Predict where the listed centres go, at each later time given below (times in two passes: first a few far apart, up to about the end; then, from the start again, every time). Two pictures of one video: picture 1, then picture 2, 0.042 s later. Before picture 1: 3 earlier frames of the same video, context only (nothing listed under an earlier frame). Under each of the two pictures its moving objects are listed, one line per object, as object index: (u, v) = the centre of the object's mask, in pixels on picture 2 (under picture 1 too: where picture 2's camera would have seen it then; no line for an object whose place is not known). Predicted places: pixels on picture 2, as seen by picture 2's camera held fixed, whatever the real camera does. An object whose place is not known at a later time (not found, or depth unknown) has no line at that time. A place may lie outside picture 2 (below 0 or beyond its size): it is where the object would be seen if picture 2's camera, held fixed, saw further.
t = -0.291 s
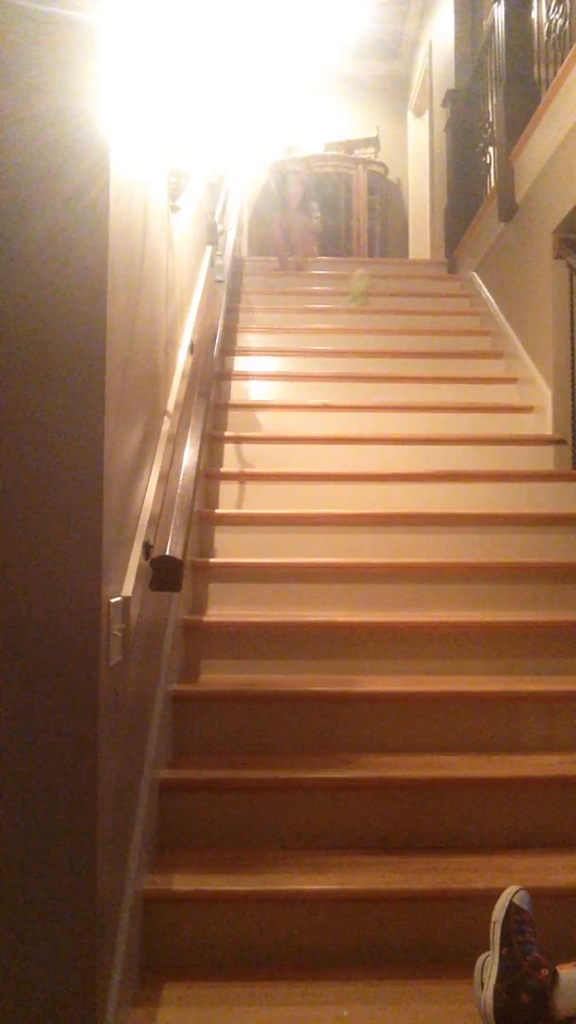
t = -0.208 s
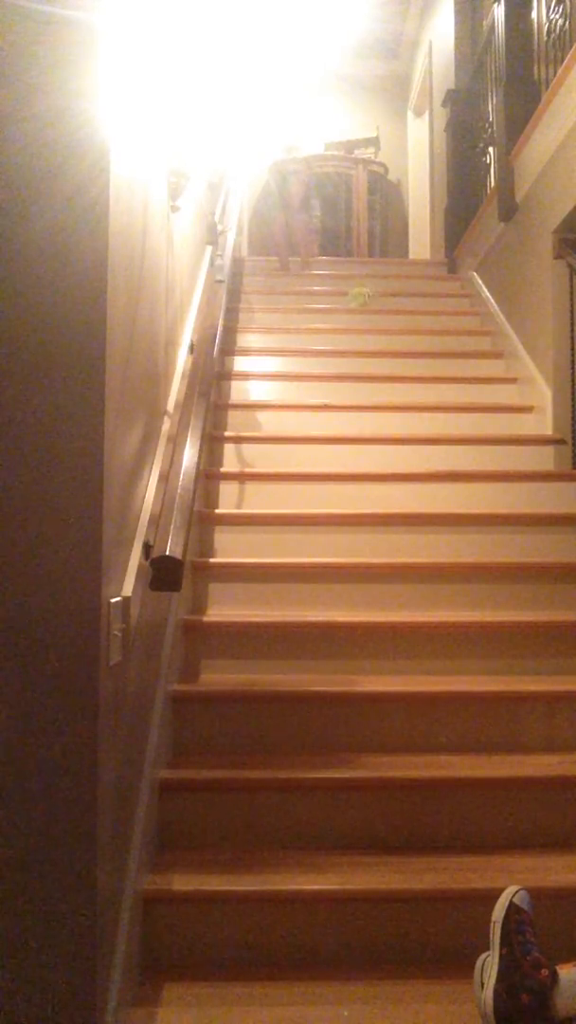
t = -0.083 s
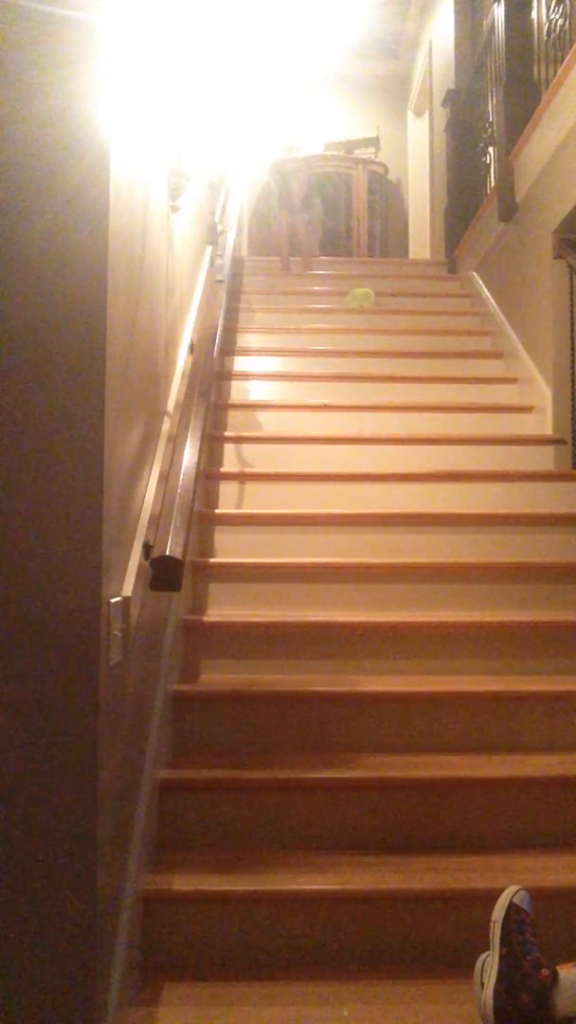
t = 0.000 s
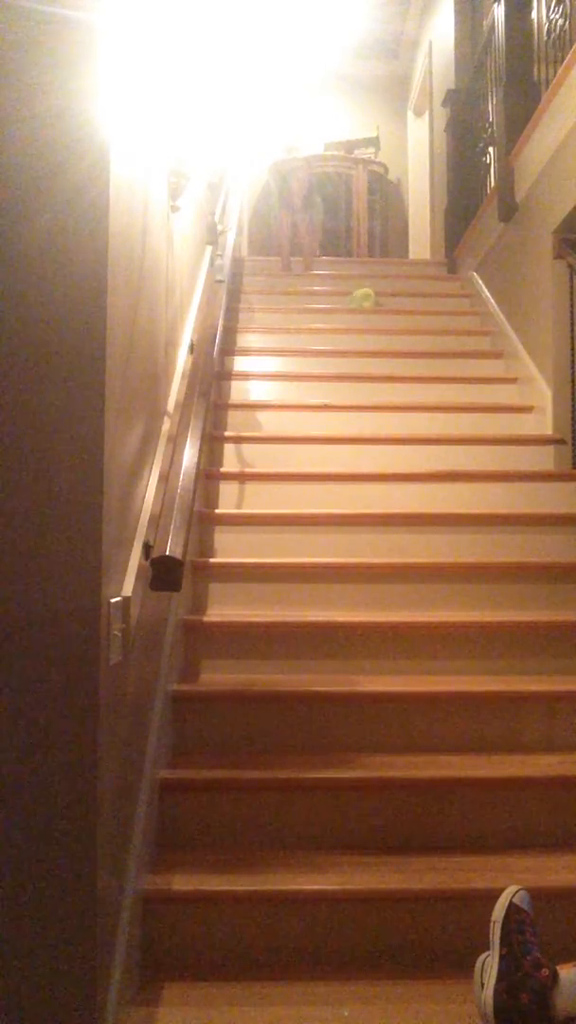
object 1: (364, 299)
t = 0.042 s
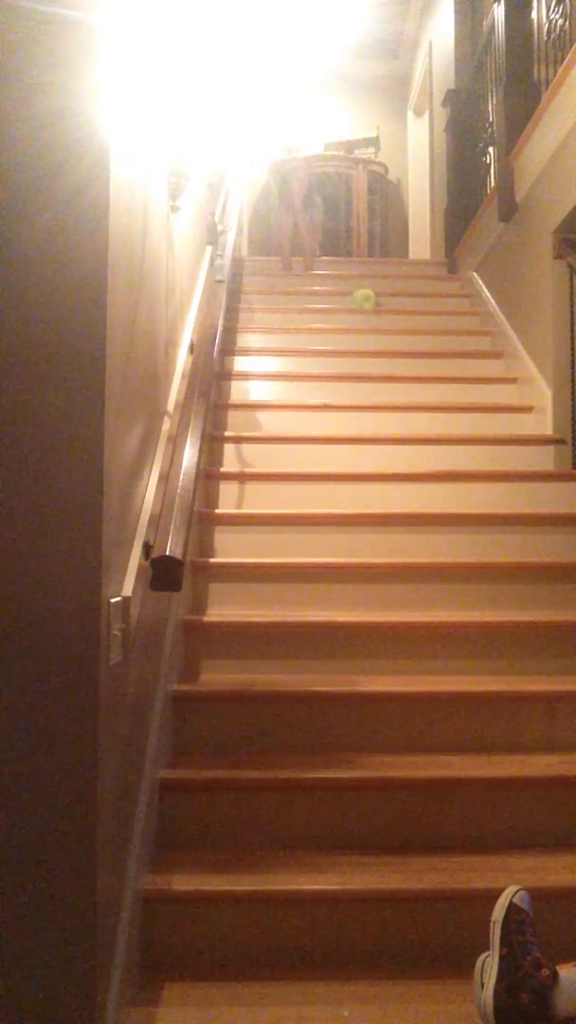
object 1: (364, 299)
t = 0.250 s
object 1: (368, 307)
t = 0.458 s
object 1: (368, 306)
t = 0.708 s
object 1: (372, 309)
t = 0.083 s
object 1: (366, 302)
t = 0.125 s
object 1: (367, 305)
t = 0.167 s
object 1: (367, 306)
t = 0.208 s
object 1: (368, 306)
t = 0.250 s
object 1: (368, 307)
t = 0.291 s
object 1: (368, 307)
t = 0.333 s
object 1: (368, 307)
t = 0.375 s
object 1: (368, 307)
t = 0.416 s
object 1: (367, 307)
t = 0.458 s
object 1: (368, 306)
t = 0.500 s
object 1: (368, 306)
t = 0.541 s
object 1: (368, 307)
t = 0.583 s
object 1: (368, 307)
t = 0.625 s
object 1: (369, 307)
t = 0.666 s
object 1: (370, 307)
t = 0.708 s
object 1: (372, 309)
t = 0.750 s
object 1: (374, 316)
